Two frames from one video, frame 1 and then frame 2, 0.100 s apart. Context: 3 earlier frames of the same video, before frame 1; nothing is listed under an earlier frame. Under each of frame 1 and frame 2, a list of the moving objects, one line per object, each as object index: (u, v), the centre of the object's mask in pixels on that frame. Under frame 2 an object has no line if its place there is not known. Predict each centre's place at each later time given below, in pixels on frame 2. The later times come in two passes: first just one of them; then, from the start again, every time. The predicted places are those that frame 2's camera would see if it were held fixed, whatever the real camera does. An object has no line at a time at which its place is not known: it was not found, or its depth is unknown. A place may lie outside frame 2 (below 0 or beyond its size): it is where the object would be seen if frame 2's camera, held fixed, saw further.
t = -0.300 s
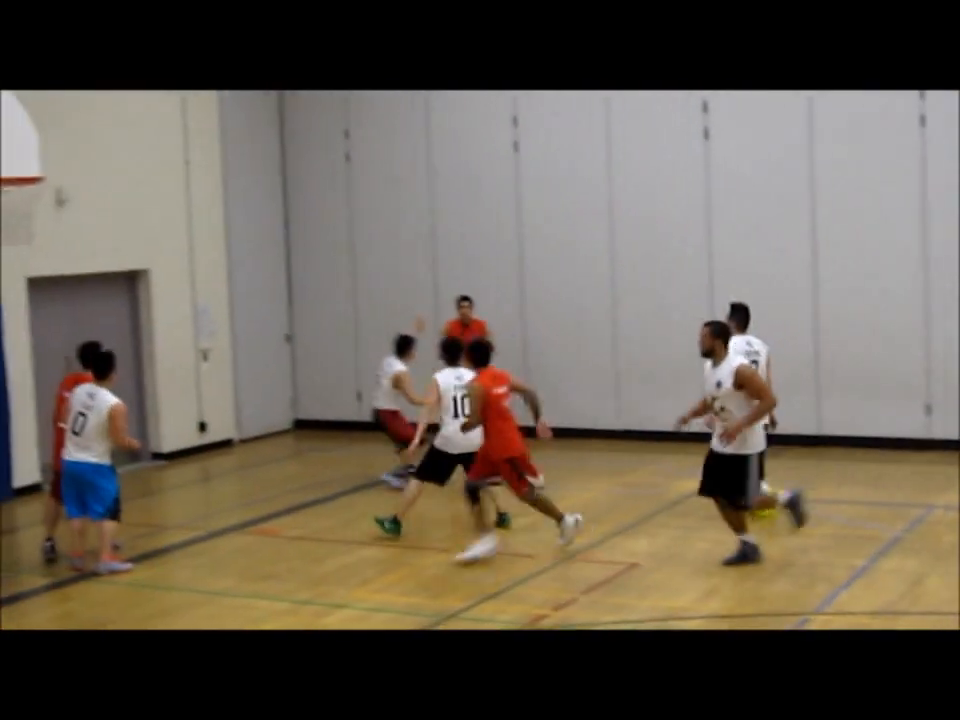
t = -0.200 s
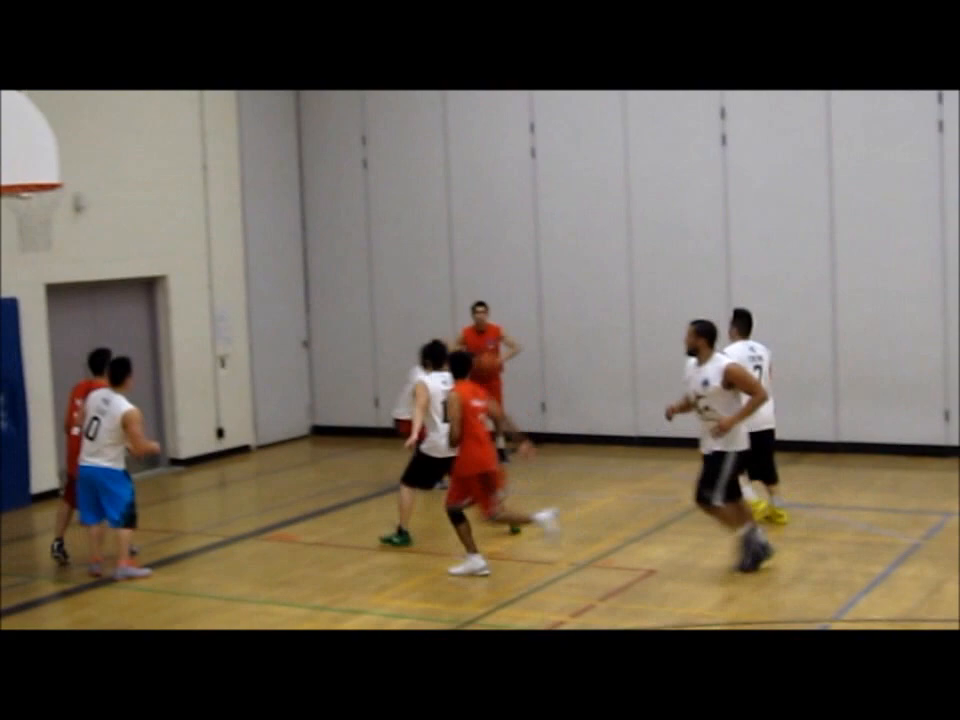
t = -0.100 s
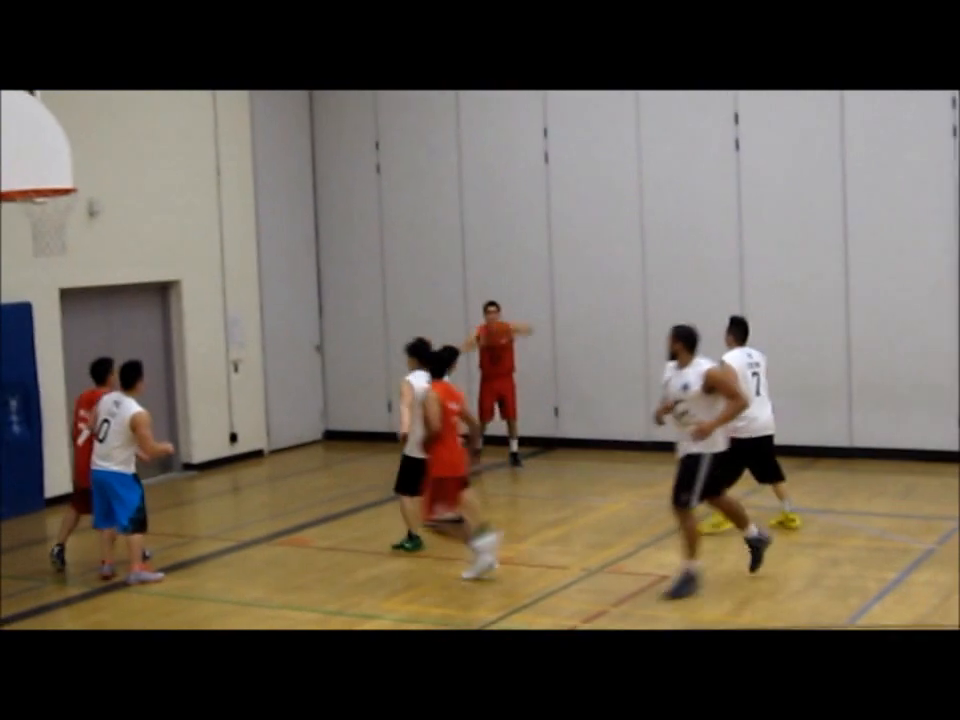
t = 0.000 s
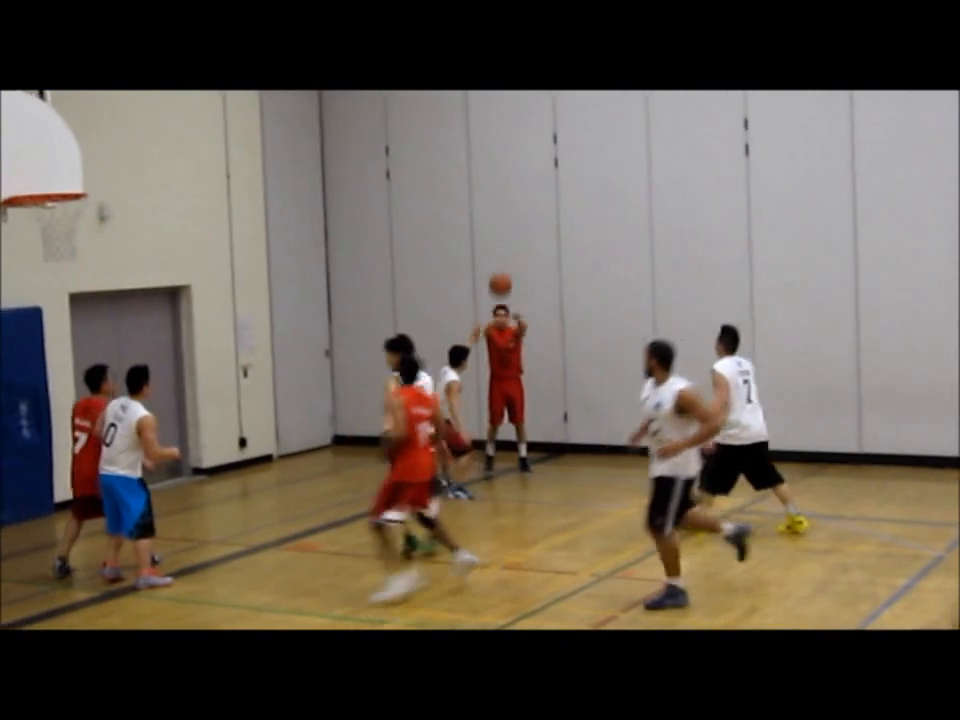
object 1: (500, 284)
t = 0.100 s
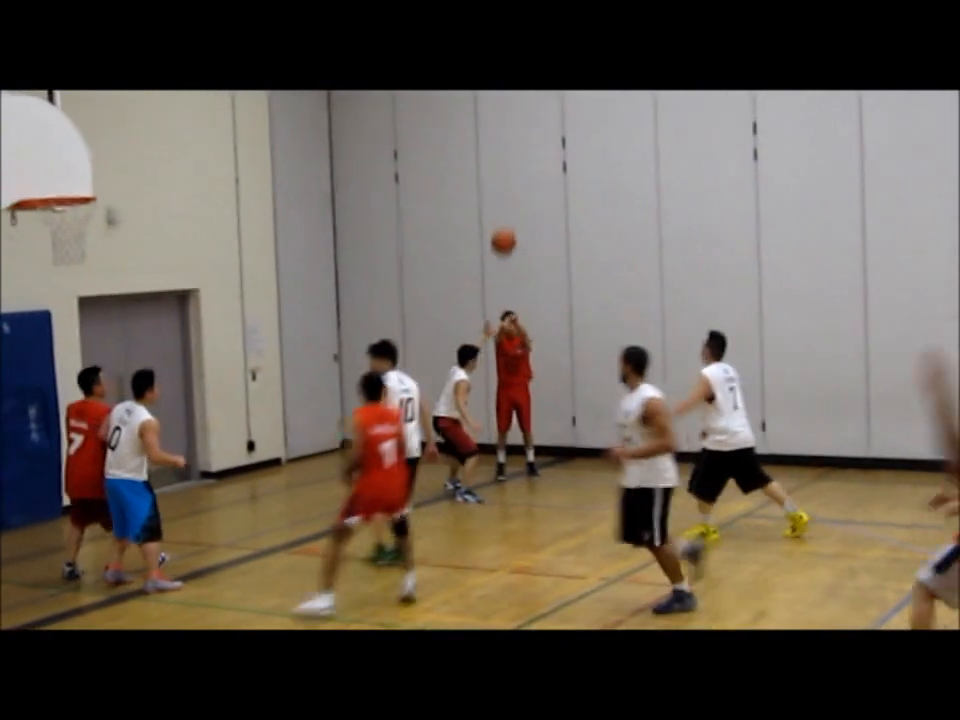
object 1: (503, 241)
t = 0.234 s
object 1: (495, 186)
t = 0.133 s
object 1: (502, 227)
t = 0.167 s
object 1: (500, 213)
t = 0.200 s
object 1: (497, 198)
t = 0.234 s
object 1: (495, 186)
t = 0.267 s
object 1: (493, 175)
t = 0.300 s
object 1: (491, 164)
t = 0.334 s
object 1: (490, 154)
